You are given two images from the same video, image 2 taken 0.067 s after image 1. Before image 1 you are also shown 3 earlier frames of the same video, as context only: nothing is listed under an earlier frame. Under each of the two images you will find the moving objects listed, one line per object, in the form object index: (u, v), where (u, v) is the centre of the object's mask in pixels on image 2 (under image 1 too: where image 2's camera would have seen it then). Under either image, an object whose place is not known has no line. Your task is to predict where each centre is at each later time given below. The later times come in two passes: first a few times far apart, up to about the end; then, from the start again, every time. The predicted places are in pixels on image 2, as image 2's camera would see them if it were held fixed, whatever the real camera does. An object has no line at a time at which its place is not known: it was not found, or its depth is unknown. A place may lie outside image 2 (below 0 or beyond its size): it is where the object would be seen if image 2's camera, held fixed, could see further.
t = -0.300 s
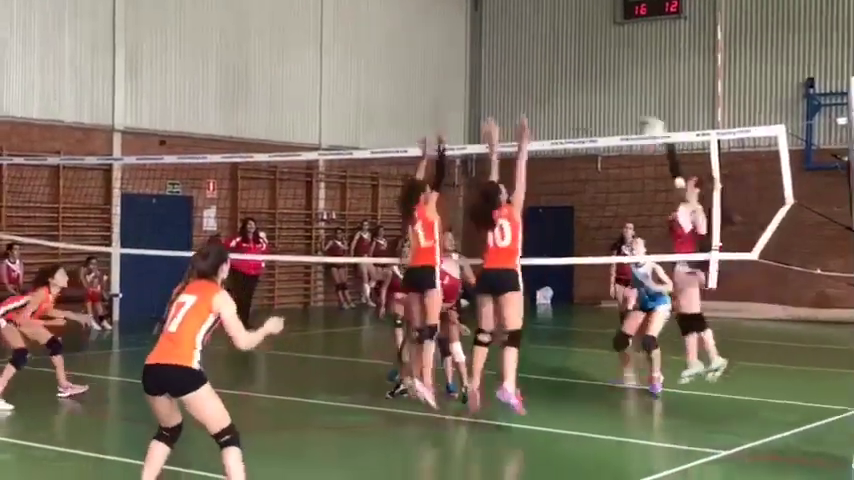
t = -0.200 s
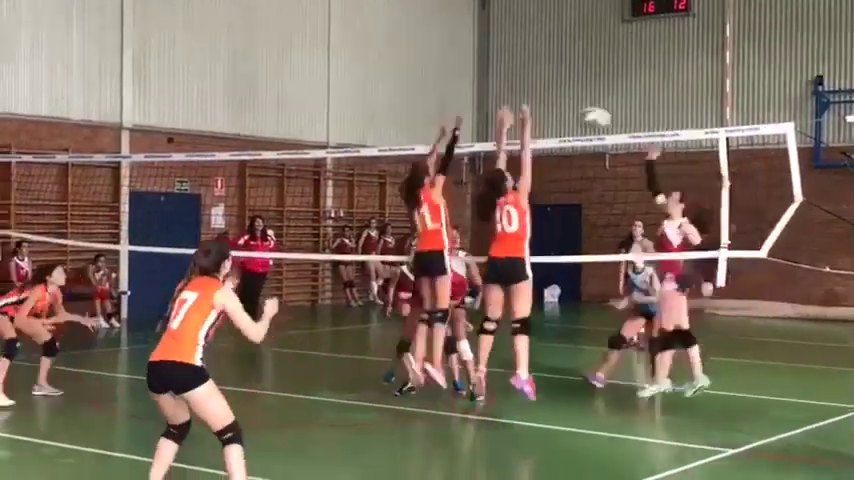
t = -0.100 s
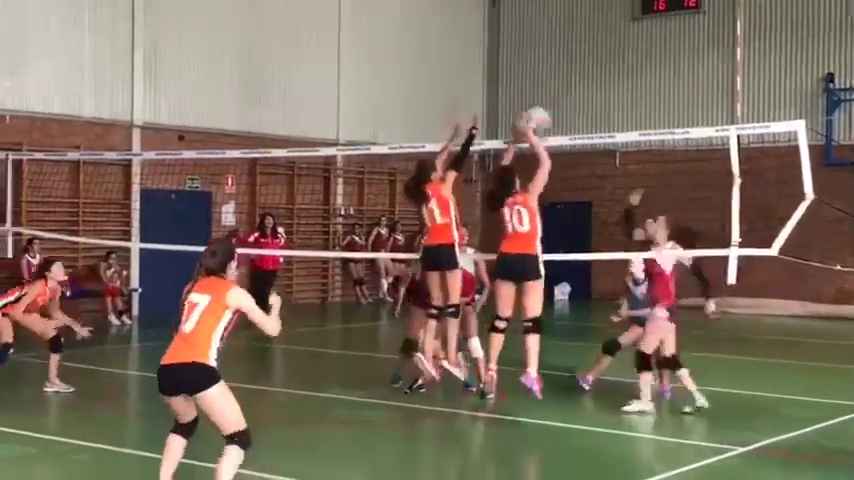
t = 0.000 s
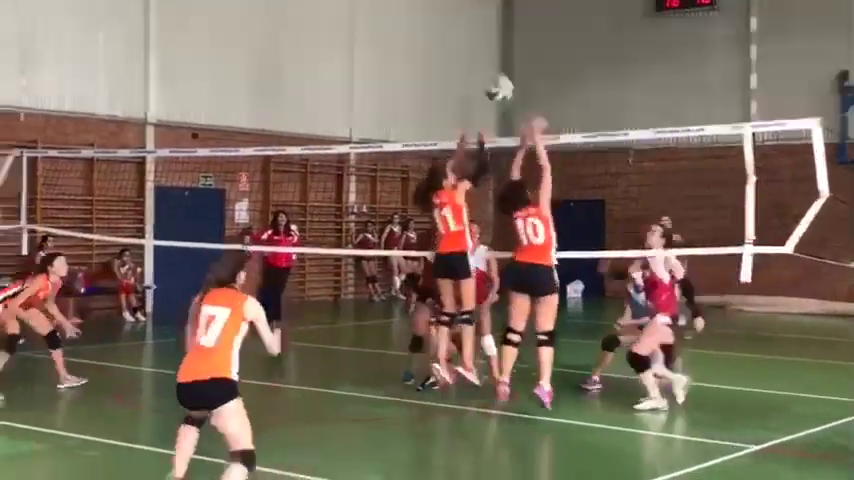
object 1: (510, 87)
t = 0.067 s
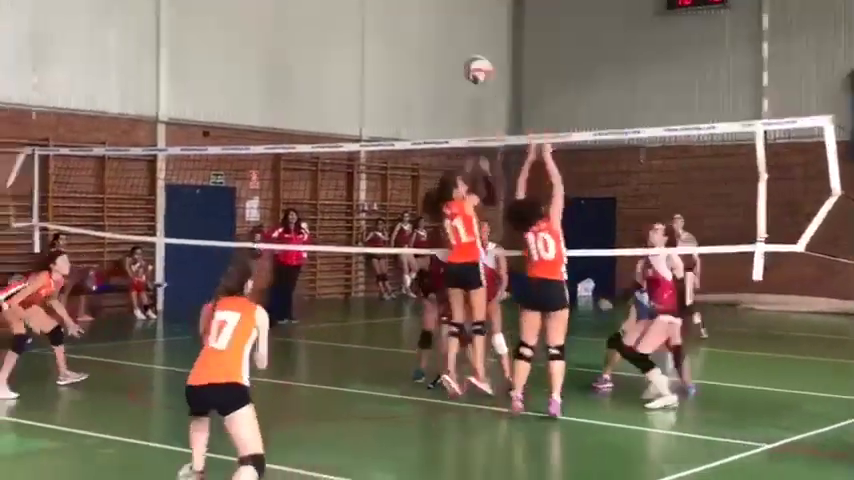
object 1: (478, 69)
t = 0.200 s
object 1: (413, 52)
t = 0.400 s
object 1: (308, 71)
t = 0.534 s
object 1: (232, 114)
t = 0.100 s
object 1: (462, 64)
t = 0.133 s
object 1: (446, 59)
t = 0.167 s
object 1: (428, 54)
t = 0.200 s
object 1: (413, 52)
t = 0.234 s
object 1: (395, 52)
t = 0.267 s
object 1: (378, 52)
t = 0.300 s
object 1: (360, 54)
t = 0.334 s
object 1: (342, 57)
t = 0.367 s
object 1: (325, 62)
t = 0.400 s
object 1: (308, 71)
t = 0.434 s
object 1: (291, 78)
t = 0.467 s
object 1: (272, 89)
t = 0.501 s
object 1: (251, 100)
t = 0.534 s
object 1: (232, 114)
